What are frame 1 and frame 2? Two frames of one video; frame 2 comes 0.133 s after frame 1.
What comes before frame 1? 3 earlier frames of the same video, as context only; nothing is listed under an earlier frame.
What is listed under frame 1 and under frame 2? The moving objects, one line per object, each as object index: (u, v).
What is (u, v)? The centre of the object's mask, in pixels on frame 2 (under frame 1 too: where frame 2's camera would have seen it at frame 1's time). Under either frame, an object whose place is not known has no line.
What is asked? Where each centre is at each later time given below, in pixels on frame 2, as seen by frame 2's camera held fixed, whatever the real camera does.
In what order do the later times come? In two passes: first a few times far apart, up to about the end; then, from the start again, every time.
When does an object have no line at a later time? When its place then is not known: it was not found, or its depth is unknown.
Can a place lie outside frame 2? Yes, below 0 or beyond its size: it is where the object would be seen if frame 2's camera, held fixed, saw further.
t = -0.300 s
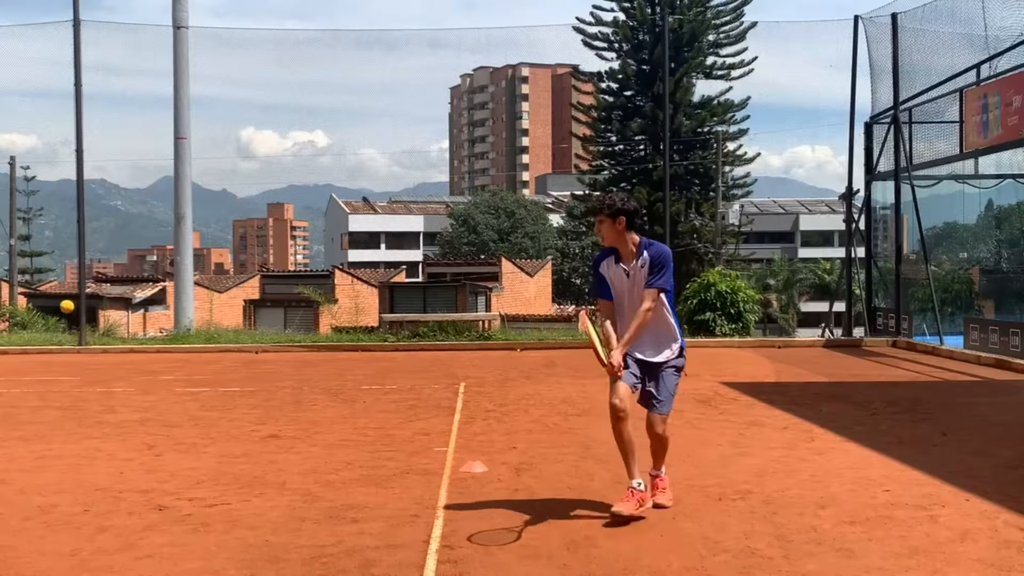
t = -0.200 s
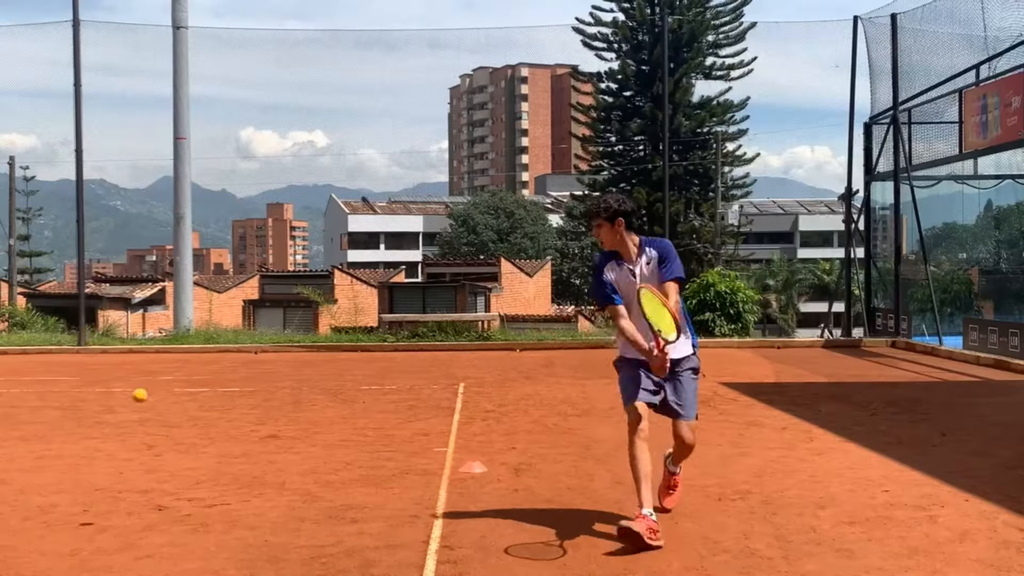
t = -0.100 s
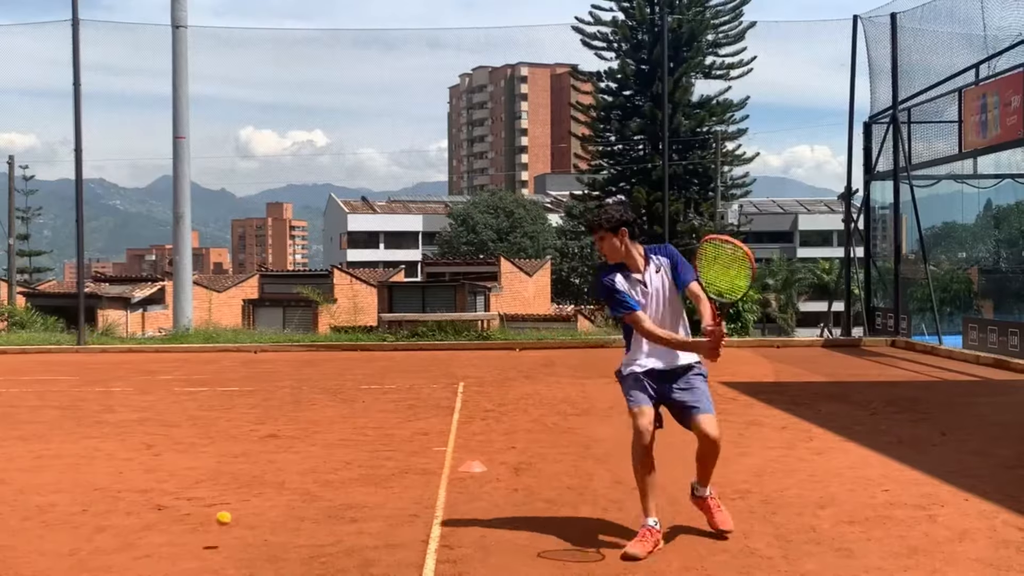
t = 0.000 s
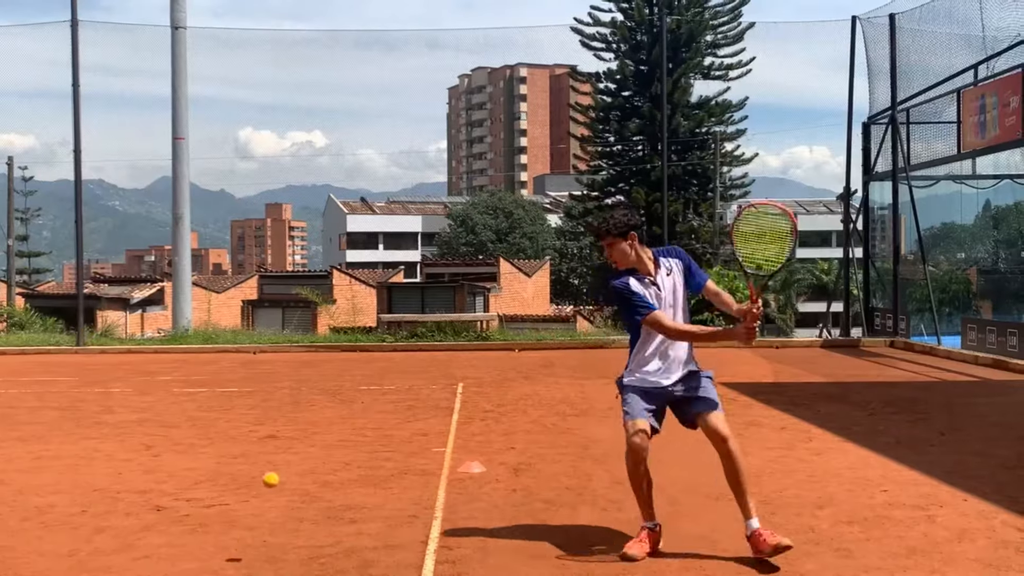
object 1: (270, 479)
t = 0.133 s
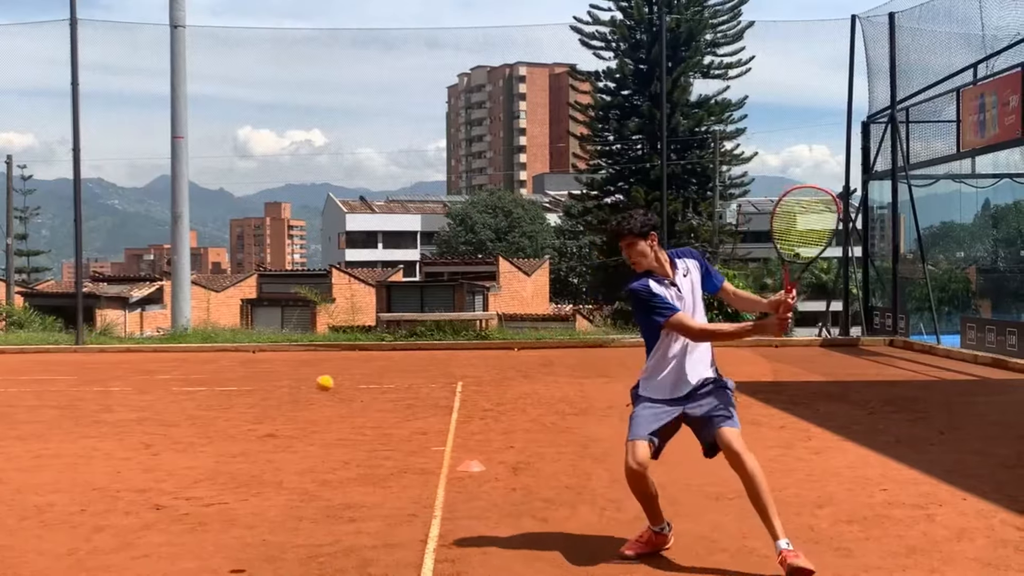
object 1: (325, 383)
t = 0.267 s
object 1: (386, 321)
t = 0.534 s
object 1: (539, 324)
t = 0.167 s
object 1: (339, 364)
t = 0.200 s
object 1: (354, 347)
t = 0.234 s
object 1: (370, 333)
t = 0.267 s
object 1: (386, 321)
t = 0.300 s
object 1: (403, 311)
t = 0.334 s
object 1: (420, 304)
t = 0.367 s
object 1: (438, 300)
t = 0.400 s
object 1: (457, 298)
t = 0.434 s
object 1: (476, 299)
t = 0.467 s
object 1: (496, 304)
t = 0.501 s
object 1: (517, 313)
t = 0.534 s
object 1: (539, 324)
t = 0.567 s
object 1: (561, 340)
